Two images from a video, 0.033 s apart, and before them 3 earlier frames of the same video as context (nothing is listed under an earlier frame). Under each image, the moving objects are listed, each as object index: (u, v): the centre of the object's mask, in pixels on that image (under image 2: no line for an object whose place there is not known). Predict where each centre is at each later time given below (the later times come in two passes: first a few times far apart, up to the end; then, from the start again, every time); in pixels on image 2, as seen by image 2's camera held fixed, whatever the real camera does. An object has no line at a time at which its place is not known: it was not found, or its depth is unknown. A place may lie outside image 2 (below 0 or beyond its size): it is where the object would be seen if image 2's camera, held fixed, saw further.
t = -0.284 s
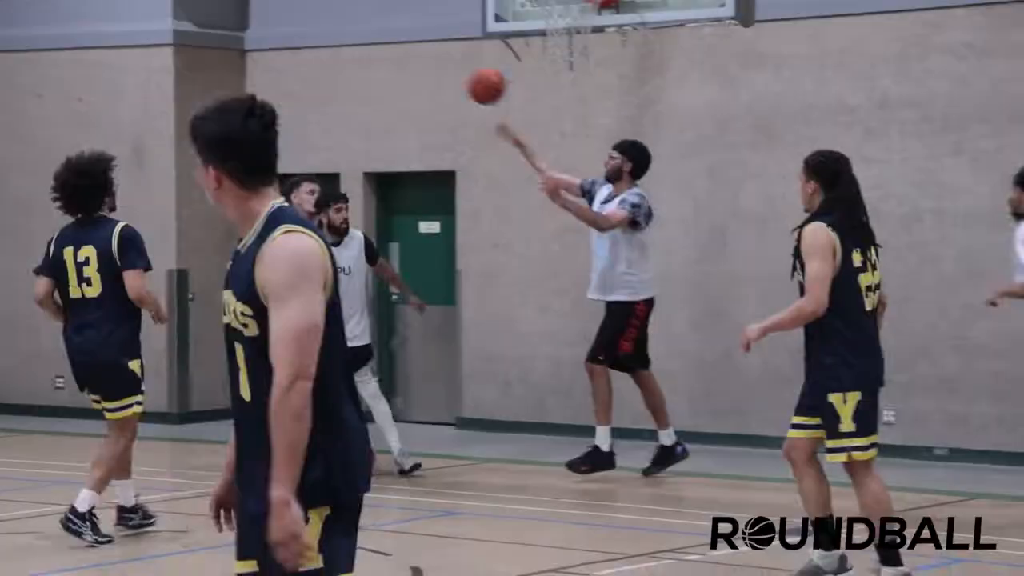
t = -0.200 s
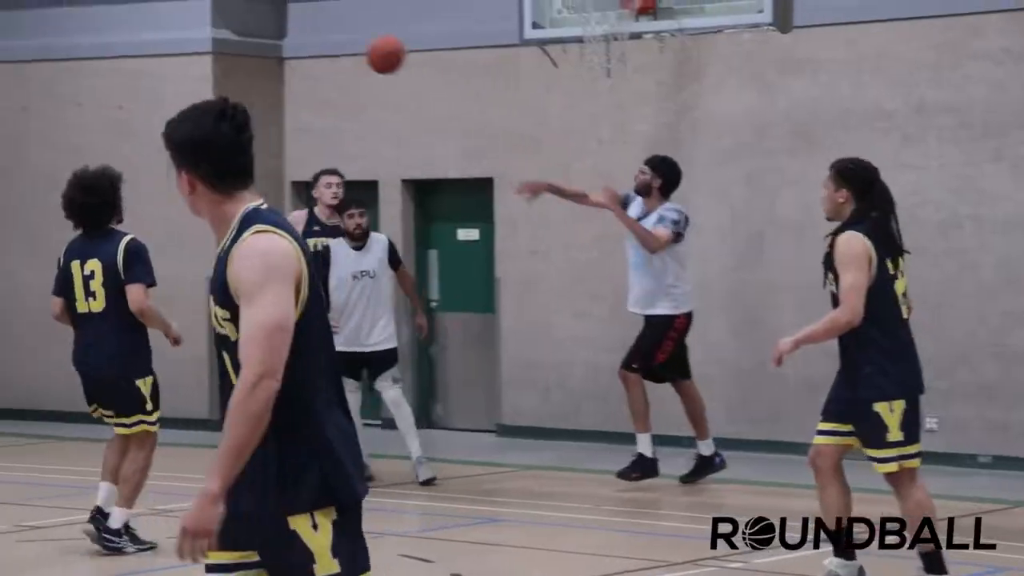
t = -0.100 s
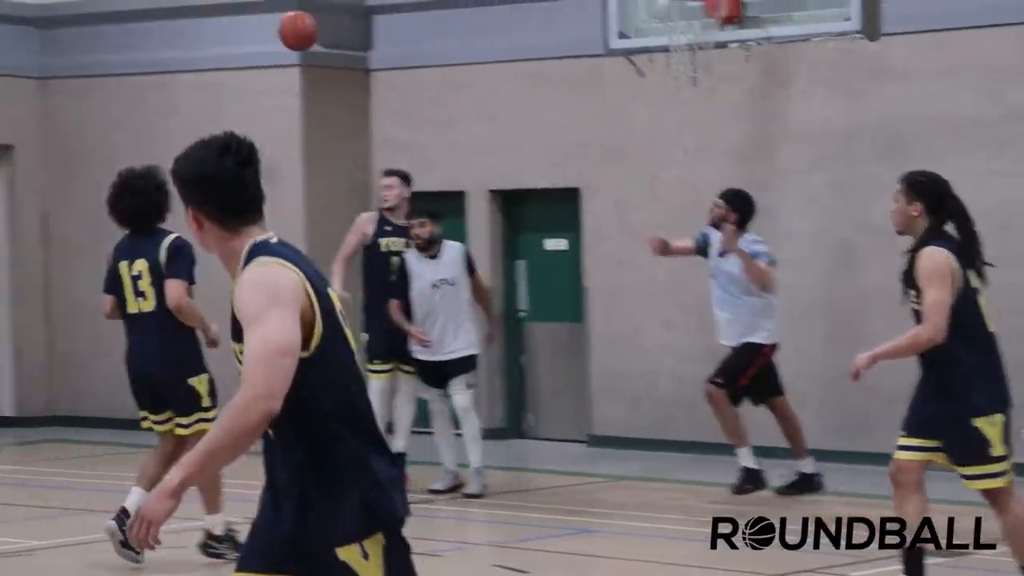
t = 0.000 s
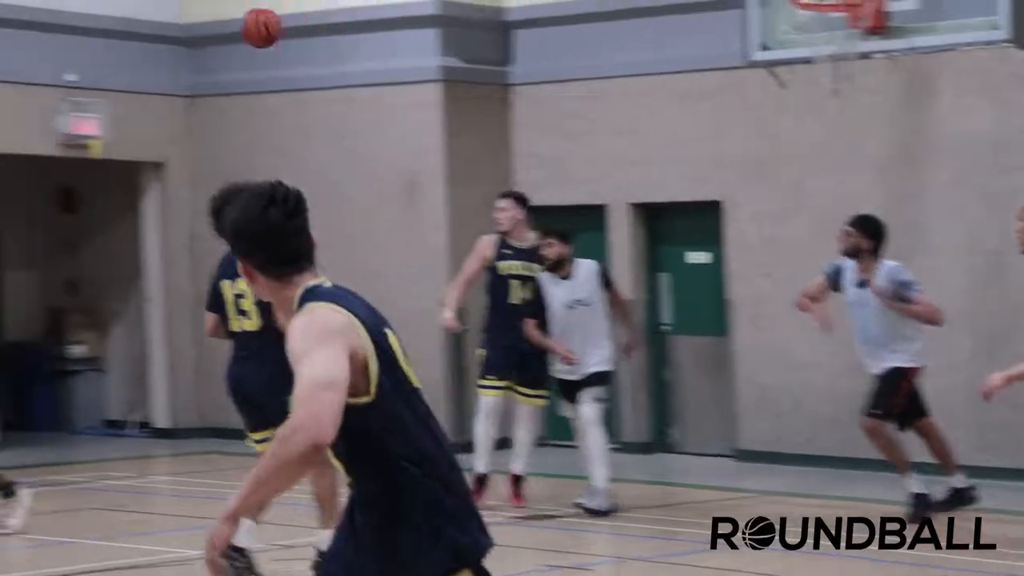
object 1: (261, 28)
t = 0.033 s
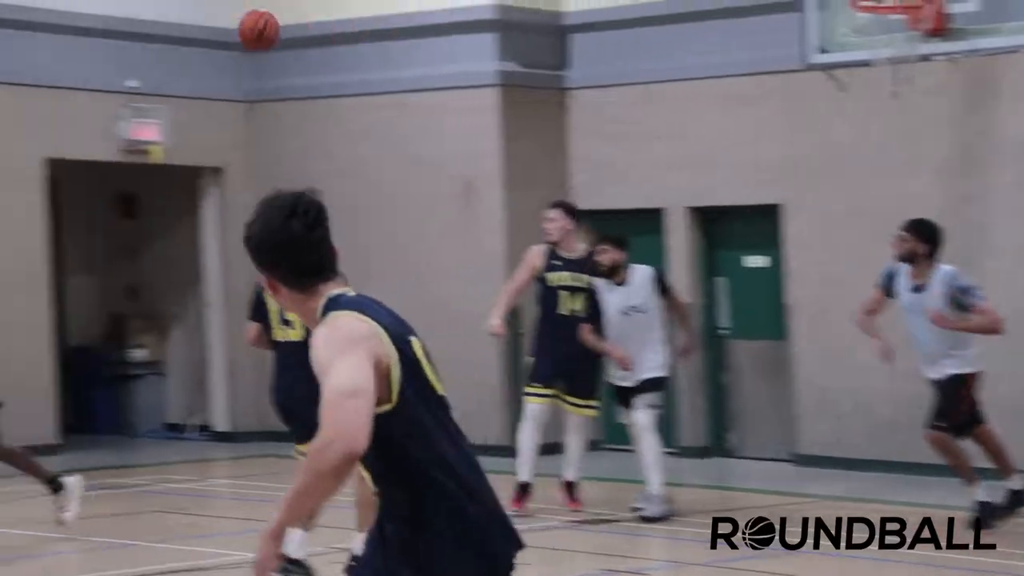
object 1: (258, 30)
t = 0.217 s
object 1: (-91, 39)
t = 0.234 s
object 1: (-125, 41)
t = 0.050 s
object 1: (228, 28)
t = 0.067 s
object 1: (197, 27)
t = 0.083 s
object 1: (165, 27)
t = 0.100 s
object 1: (134, 27)
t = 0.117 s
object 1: (103, 28)
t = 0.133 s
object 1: (71, 29)
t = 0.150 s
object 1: (39, 30)
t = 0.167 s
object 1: (8, 31)
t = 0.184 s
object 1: (-25, 32)
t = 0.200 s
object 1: (-58, 35)
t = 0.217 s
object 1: (-91, 39)
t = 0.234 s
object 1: (-125, 41)
